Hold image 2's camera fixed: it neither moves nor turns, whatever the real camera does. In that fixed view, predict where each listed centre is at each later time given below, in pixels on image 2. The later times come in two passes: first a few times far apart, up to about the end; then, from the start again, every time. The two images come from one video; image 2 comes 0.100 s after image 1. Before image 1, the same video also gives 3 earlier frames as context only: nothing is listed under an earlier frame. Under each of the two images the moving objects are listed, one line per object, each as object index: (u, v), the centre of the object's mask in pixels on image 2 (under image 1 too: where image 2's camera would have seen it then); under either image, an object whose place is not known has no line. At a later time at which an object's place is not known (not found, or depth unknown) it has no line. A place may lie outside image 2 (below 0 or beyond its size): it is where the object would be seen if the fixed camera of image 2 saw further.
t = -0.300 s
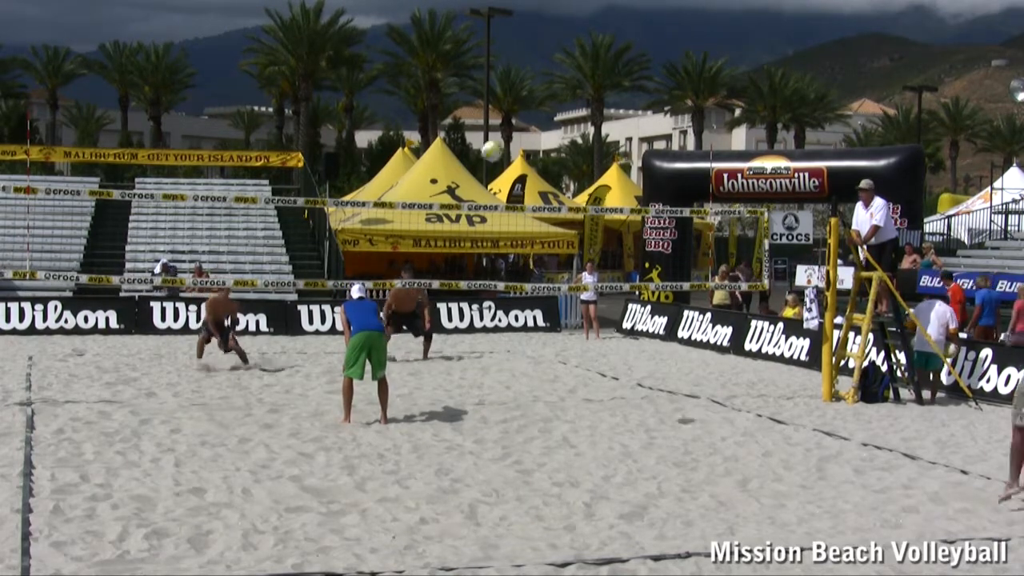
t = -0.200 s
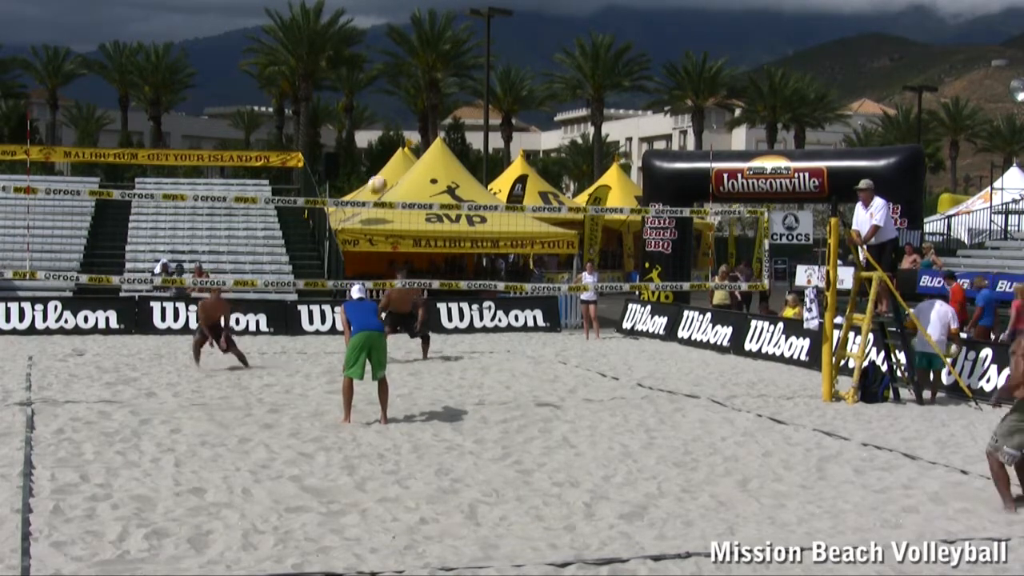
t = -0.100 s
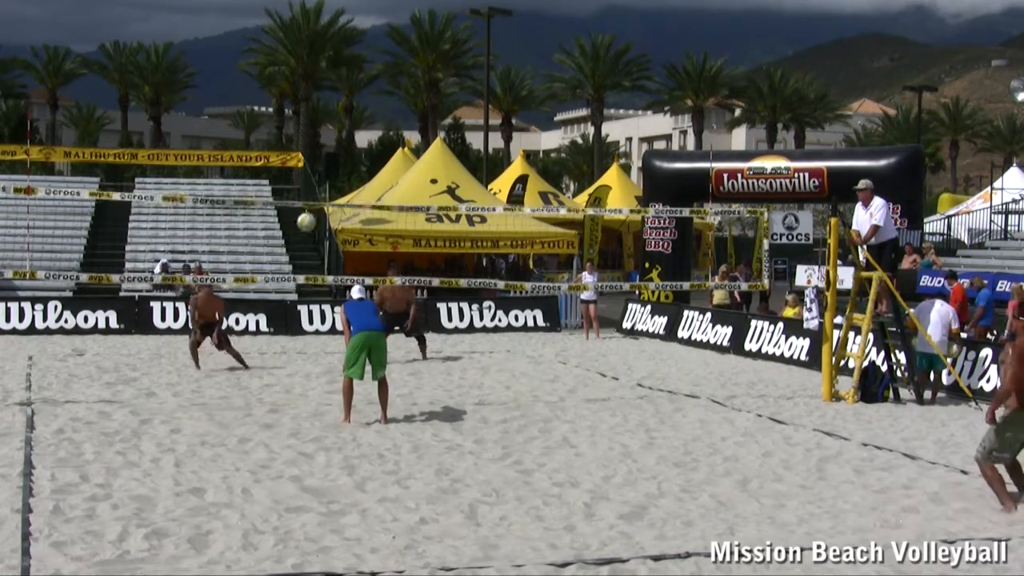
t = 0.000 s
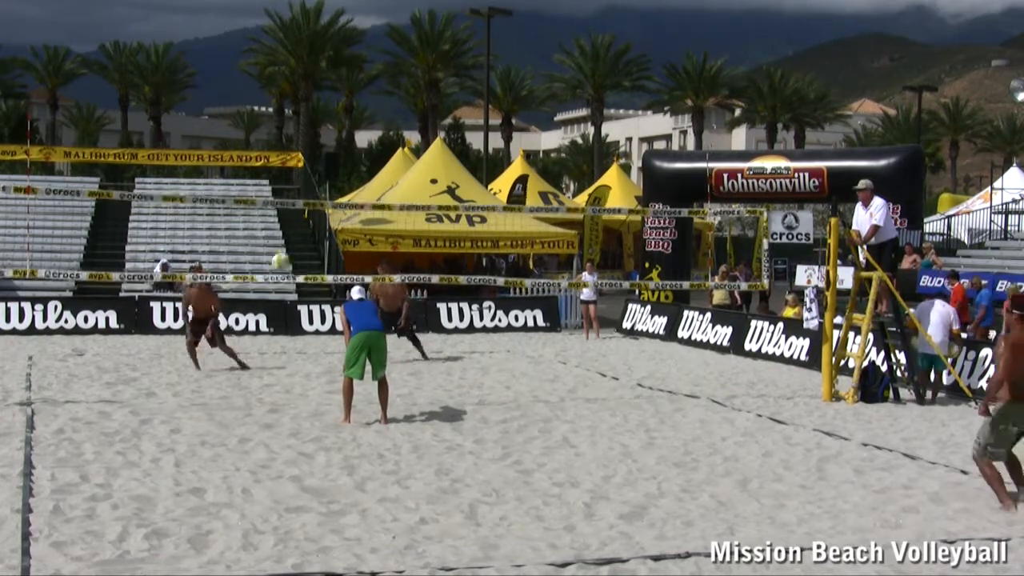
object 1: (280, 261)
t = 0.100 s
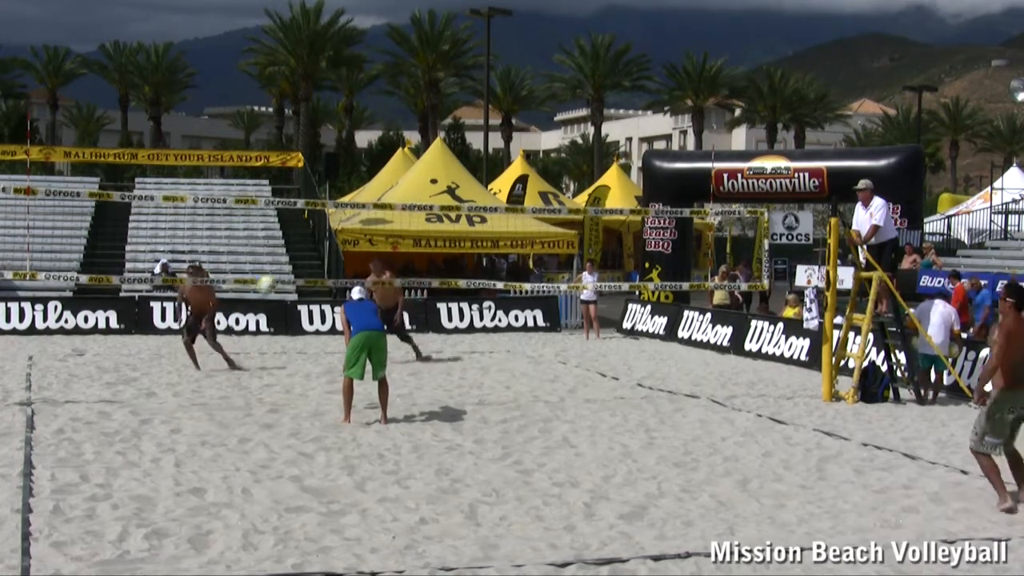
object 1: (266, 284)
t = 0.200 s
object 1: (253, 310)
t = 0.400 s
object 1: (221, 393)
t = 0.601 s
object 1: (195, 427)
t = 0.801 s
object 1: (171, 444)
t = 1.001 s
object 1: (147, 456)
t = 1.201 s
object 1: (130, 467)
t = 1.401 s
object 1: (112, 473)
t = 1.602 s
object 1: (94, 490)
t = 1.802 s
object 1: (69, 504)
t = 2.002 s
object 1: (47, 517)
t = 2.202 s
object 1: (32, 530)
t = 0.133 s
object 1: (260, 293)
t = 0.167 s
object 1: (257, 301)
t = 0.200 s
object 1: (253, 310)
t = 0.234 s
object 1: (247, 322)
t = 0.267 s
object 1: (242, 333)
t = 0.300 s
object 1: (237, 346)
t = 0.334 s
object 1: (232, 361)
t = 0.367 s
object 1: (226, 377)
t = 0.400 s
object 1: (221, 393)
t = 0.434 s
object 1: (216, 412)
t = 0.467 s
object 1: (210, 425)
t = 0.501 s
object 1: (207, 424)
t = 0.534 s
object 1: (203, 424)
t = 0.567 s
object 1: (199, 424)
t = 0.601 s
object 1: (195, 427)
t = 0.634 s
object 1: (190, 430)
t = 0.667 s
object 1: (187, 434)
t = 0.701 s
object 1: (182, 435)
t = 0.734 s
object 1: (179, 437)
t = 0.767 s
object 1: (175, 441)
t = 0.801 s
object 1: (171, 444)
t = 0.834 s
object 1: (167, 445)
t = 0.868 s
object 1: (162, 446)
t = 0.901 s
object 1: (158, 449)
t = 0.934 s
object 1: (153, 454)
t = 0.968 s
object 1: (149, 458)
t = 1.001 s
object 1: (147, 456)
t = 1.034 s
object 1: (144, 456)
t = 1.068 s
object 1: (141, 455)
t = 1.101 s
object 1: (138, 458)
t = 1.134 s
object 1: (136, 460)
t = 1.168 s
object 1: (134, 464)
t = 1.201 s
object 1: (130, 467)
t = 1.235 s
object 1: (126, 473)
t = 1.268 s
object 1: (123, 475)
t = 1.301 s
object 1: (121, 476)
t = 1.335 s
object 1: (118, 473)
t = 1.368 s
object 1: (116, 472)
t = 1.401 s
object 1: (112, 473)
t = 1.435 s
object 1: (109, 475)
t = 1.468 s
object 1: (106, 478)
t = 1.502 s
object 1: (104, 483)
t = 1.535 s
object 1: (102, 489)
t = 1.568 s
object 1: (98, 490)
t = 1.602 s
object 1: (94, 490)
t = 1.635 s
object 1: (89, 494)
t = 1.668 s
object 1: (86, 497)
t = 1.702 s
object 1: (81, 498)
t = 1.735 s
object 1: (78, 499)
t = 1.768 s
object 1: (74, 501)
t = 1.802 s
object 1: (69, 504)
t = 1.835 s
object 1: (65, 507)
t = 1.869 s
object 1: (61, 508)
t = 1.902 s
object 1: (58, 511)
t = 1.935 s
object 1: (54, 513)
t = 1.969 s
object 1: (51, 514)
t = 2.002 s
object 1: (47, 517)
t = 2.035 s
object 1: (44, 521)
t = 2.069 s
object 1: (41, 524)
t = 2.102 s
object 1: (38, 526)
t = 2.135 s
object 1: (37, 526)
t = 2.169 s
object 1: (35, 528)
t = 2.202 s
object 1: (32, 530)
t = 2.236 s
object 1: (30, 531)
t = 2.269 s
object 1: (28, 533)
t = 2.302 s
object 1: (25, 535)
